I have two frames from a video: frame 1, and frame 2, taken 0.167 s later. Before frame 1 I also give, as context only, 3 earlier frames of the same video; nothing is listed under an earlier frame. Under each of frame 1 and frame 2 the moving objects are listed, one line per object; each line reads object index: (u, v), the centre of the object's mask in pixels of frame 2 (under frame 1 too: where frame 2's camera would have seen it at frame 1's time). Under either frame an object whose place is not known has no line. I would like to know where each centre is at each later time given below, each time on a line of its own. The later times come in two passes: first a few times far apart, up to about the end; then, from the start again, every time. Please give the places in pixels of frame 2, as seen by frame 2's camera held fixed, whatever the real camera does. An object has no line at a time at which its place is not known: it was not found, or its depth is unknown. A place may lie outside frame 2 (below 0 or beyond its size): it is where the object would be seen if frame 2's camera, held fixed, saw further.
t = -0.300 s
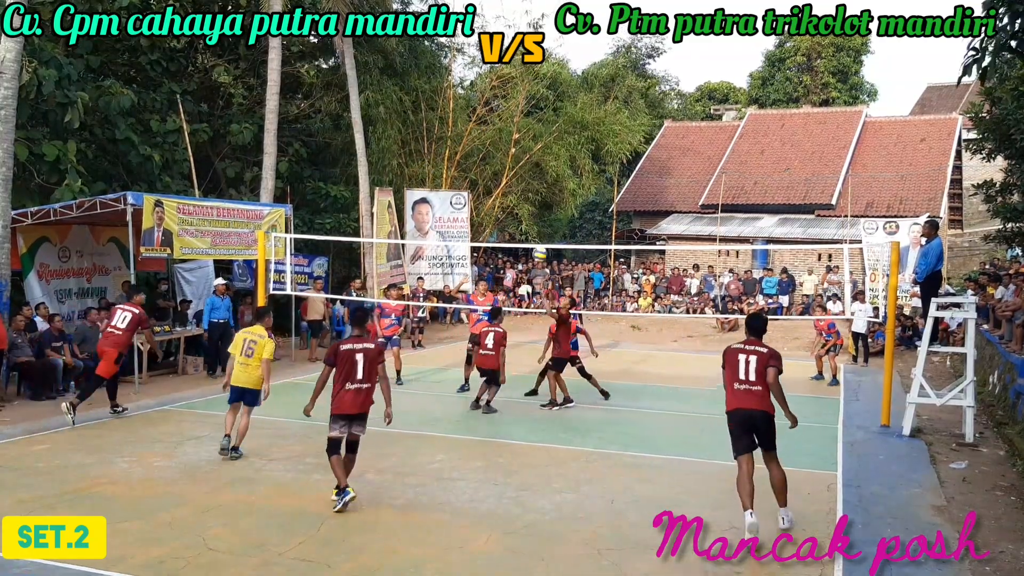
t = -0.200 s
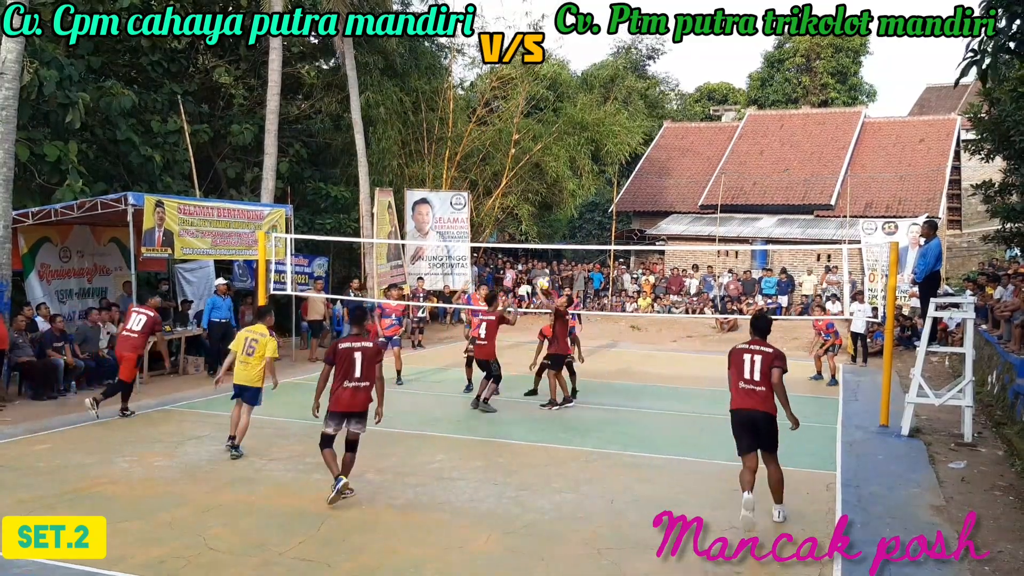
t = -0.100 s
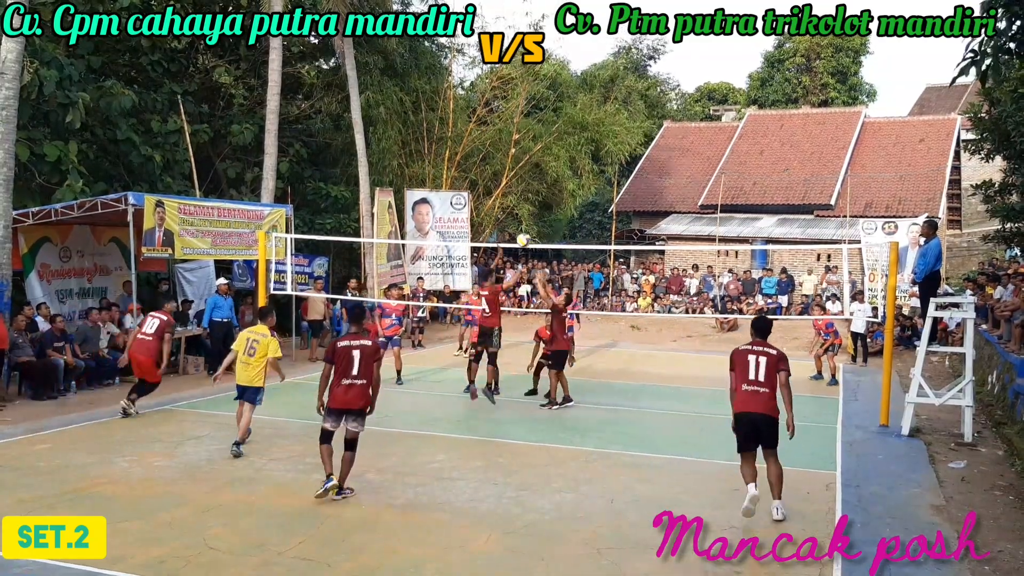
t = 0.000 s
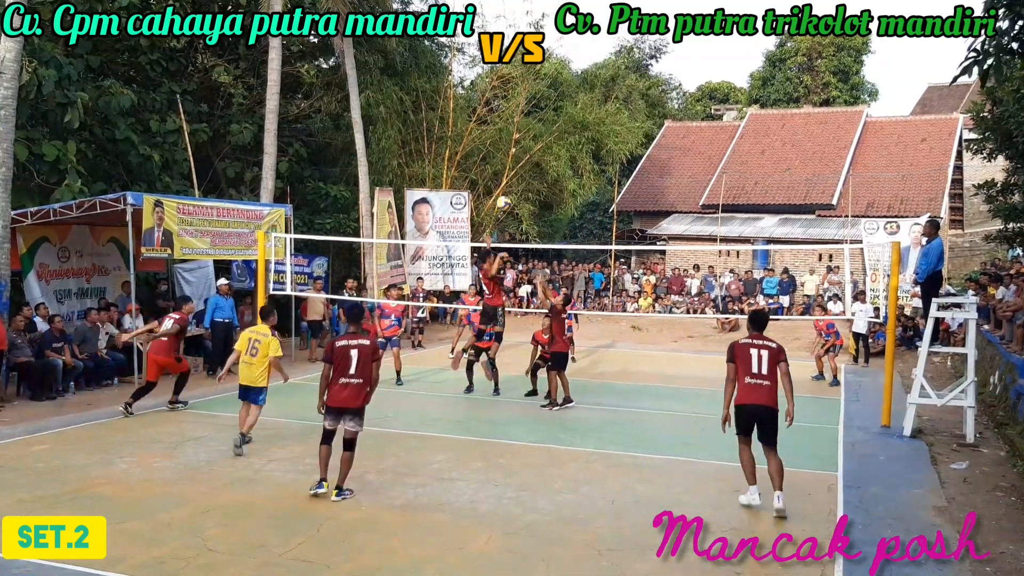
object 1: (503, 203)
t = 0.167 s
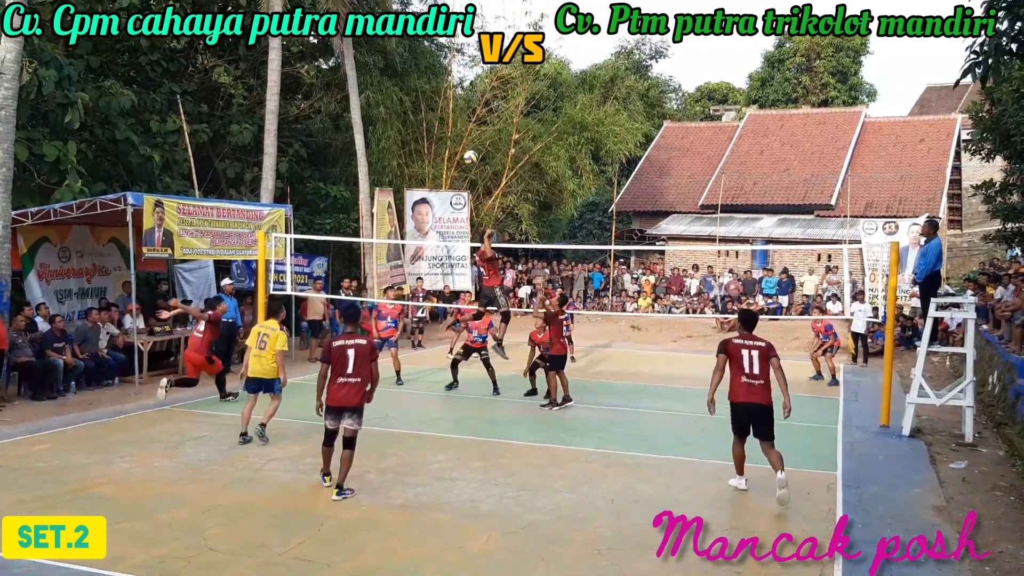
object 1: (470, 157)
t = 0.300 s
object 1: (445, 135)
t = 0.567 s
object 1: (396, 124)
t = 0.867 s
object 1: (342, 166)
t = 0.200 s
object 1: (464, 150)
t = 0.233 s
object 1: (458, 144)
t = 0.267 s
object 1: (451, 139)
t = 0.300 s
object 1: (445, 135)
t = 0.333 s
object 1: (439, 131)
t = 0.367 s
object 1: (433, 128)
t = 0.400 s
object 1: (427, 125)
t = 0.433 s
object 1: (421, 124)
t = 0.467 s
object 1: (415, 123)
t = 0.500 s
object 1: (408, 123)
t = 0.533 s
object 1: (402, 123)
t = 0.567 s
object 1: (396, 124)
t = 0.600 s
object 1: (390, 126)
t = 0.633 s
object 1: (384, 129)
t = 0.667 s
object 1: (378, 132)
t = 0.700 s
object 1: (372, 136)
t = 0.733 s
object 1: (366, 141)
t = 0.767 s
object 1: (360, 147)
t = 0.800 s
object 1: (354, 152)
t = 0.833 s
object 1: (348, 159)
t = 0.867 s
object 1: (342, 166)
